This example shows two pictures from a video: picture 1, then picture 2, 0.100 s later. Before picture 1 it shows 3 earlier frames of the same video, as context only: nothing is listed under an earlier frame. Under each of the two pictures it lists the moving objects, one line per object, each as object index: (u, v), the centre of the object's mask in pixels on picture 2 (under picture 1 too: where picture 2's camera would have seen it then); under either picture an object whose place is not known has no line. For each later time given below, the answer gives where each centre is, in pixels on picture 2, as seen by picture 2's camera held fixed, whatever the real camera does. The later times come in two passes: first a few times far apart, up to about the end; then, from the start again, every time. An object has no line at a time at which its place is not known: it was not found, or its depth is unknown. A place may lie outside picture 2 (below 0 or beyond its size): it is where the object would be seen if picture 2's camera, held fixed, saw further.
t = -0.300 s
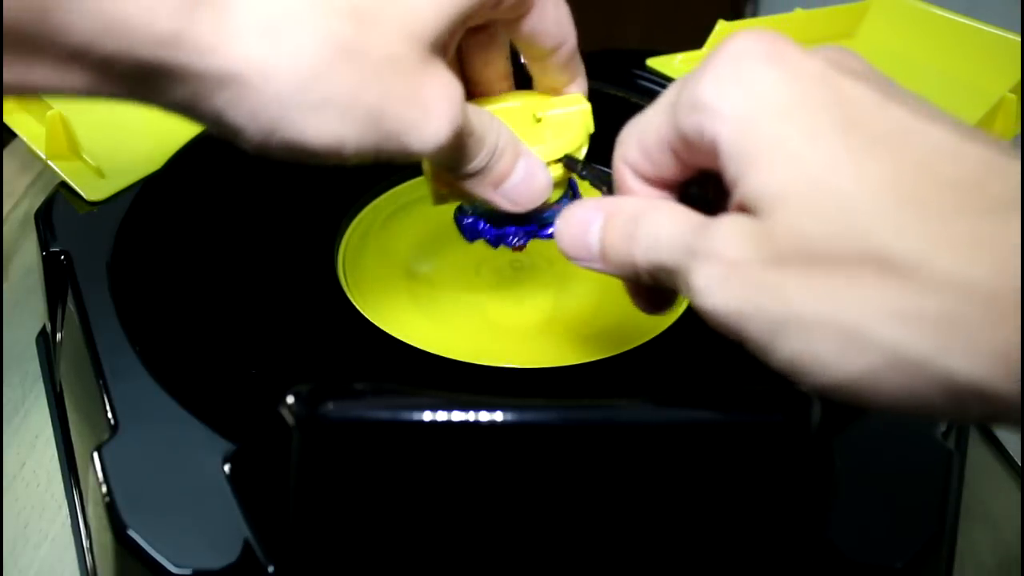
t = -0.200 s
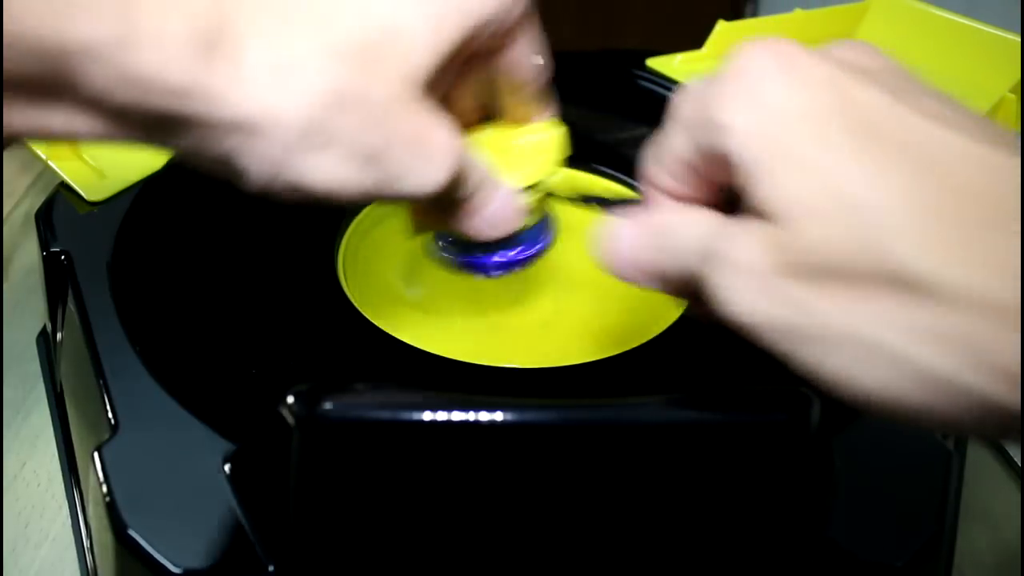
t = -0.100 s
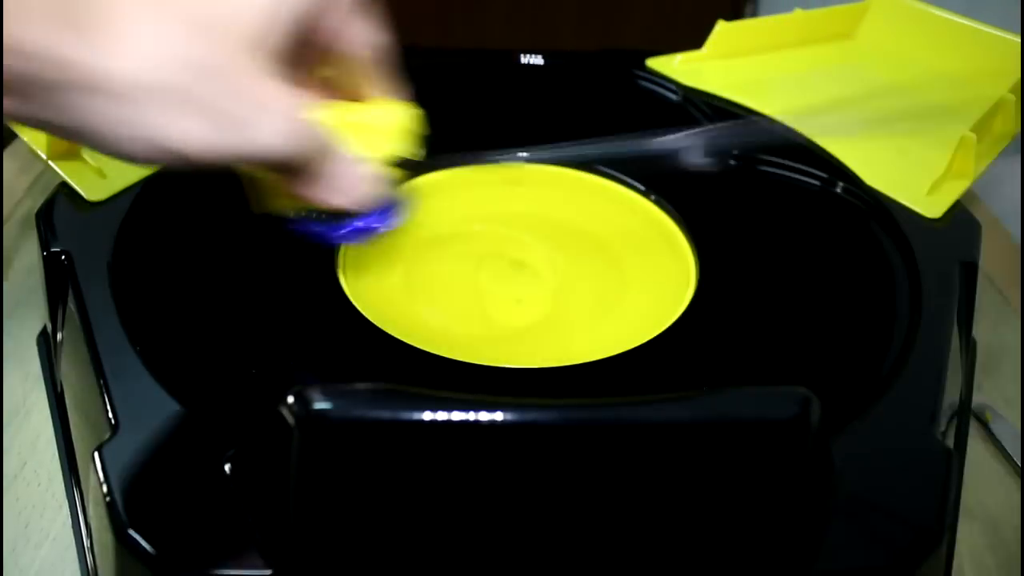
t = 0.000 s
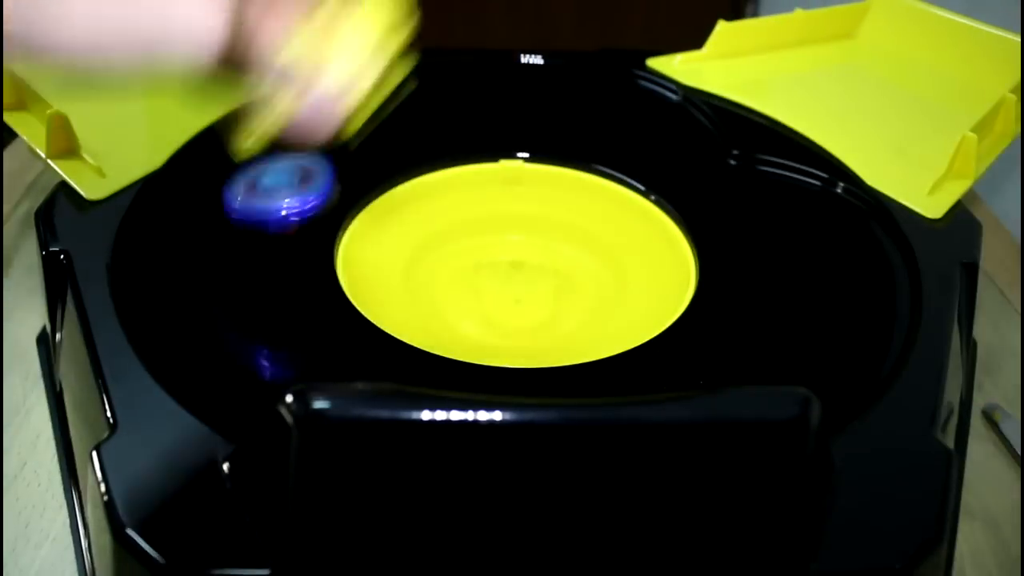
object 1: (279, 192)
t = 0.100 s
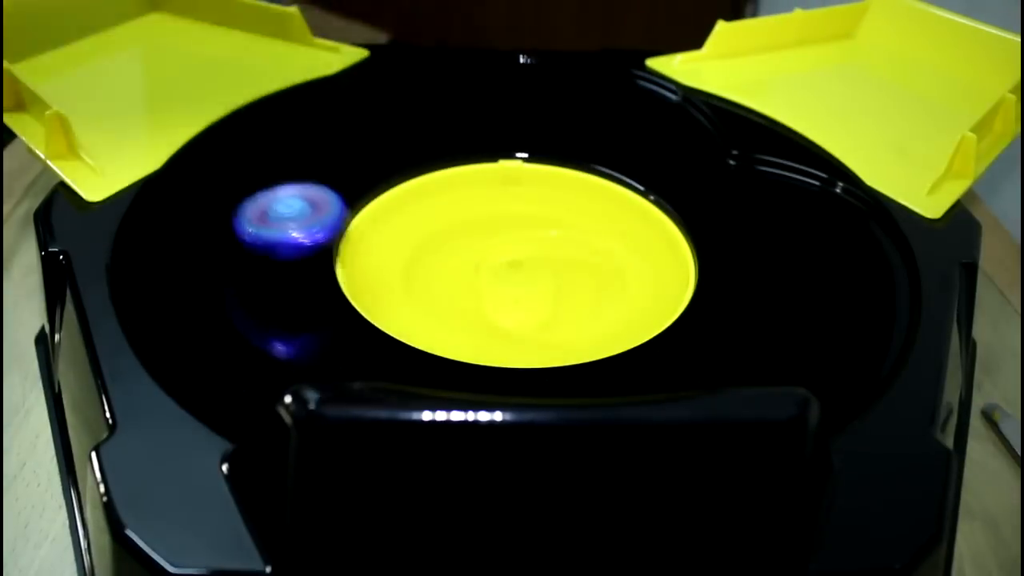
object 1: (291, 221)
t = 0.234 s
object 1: (358, 284)
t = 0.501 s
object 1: (751, 263)
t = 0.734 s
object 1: (561, 131)
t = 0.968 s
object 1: (369, 221)
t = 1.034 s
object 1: (365, 257)
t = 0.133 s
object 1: (302, 229)
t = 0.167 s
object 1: (315, 241)
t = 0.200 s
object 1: (333, 260)
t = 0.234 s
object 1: (358, 284)
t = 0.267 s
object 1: (396, 311)
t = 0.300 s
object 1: (452, 336)
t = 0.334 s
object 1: (521, 345)
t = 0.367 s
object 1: (596, 348)
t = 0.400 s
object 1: (658, 338)
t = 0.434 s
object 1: (705, 316)
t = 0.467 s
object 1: (736, 290)
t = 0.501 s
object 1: (751, 263)
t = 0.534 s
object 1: (751, 233)
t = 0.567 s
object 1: (739, 206)
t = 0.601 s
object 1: (715, 182)
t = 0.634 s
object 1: (684, 162)
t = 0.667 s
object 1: (648, 146)
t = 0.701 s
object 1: (606, 136)
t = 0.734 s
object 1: (561, 131)
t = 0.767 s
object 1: (523, 134)
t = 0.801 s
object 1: (503, 155)
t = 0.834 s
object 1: (479, 170)
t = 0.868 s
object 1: (449, 182)
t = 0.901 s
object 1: (417, 193)
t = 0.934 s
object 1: (390, 206)
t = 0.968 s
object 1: (369, 221)
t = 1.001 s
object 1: (356, 241)
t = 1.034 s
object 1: (365, 257)
